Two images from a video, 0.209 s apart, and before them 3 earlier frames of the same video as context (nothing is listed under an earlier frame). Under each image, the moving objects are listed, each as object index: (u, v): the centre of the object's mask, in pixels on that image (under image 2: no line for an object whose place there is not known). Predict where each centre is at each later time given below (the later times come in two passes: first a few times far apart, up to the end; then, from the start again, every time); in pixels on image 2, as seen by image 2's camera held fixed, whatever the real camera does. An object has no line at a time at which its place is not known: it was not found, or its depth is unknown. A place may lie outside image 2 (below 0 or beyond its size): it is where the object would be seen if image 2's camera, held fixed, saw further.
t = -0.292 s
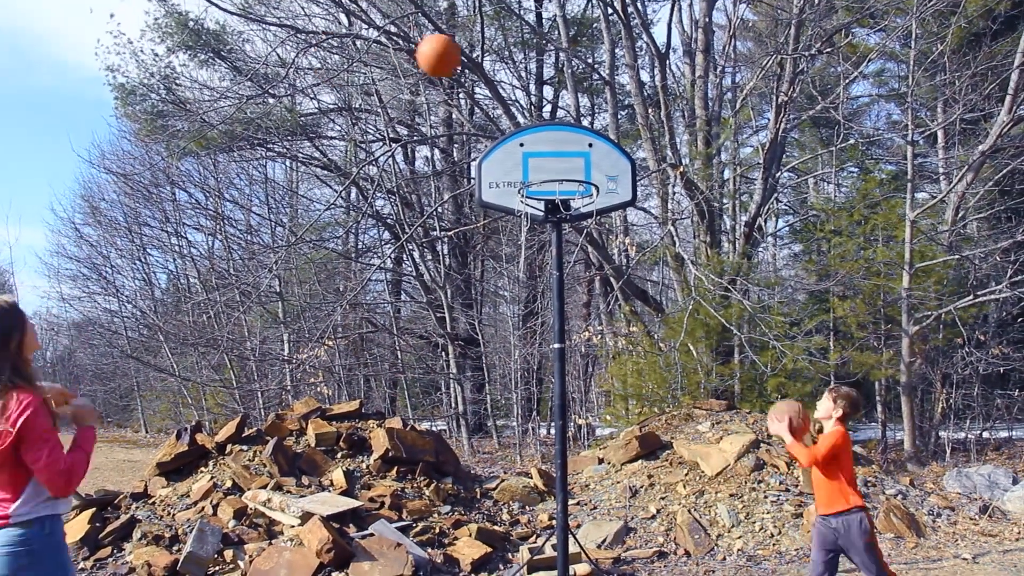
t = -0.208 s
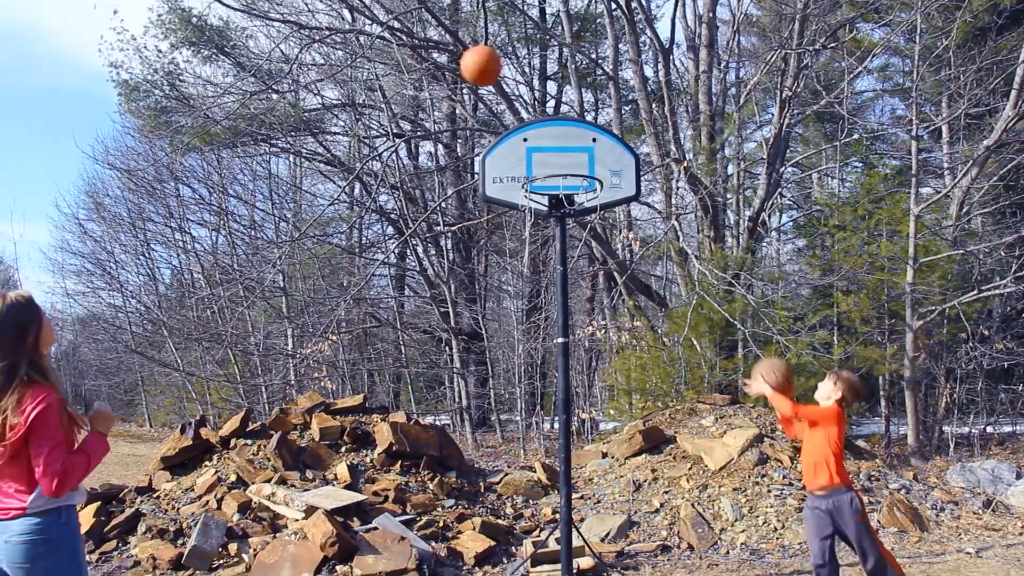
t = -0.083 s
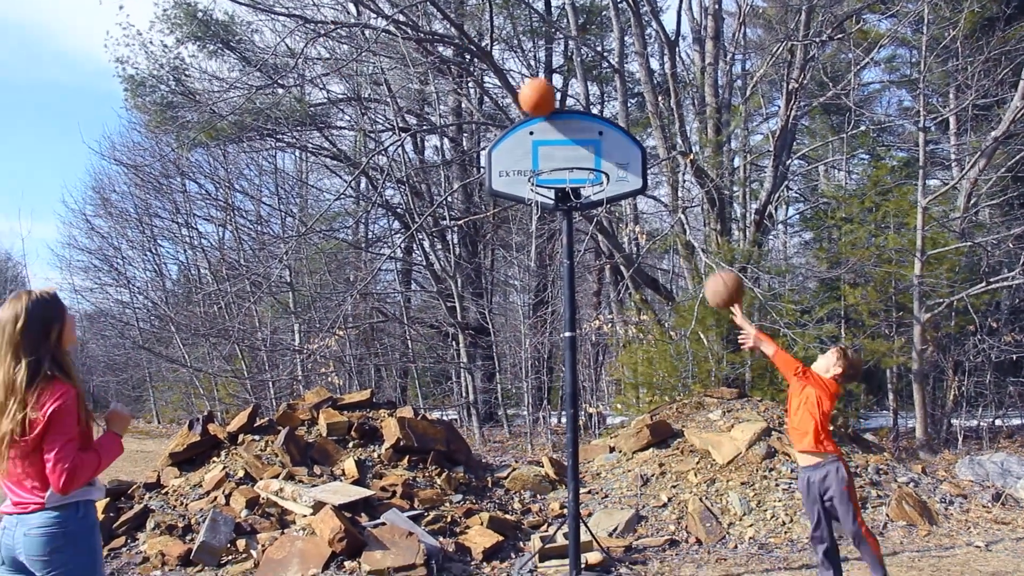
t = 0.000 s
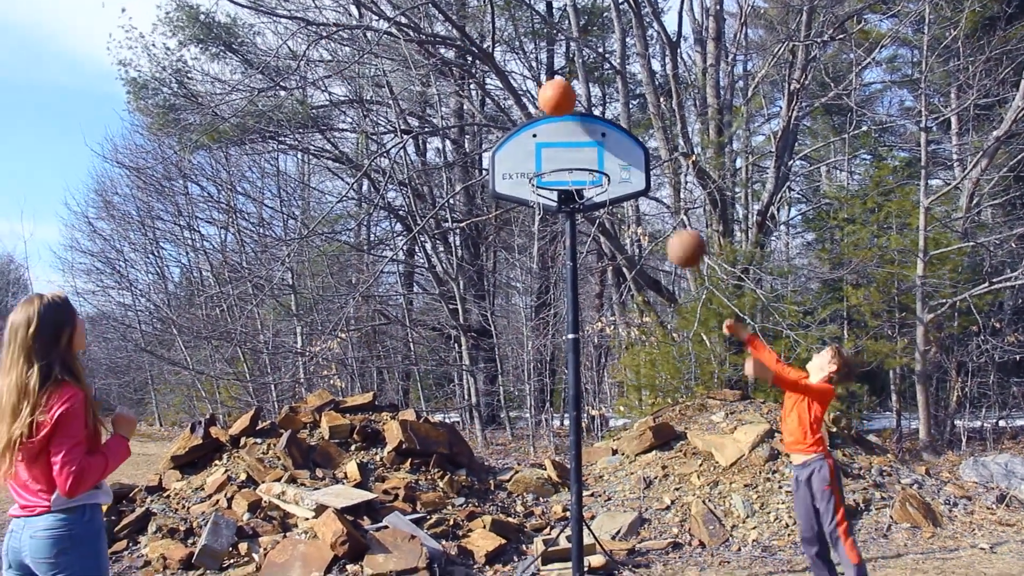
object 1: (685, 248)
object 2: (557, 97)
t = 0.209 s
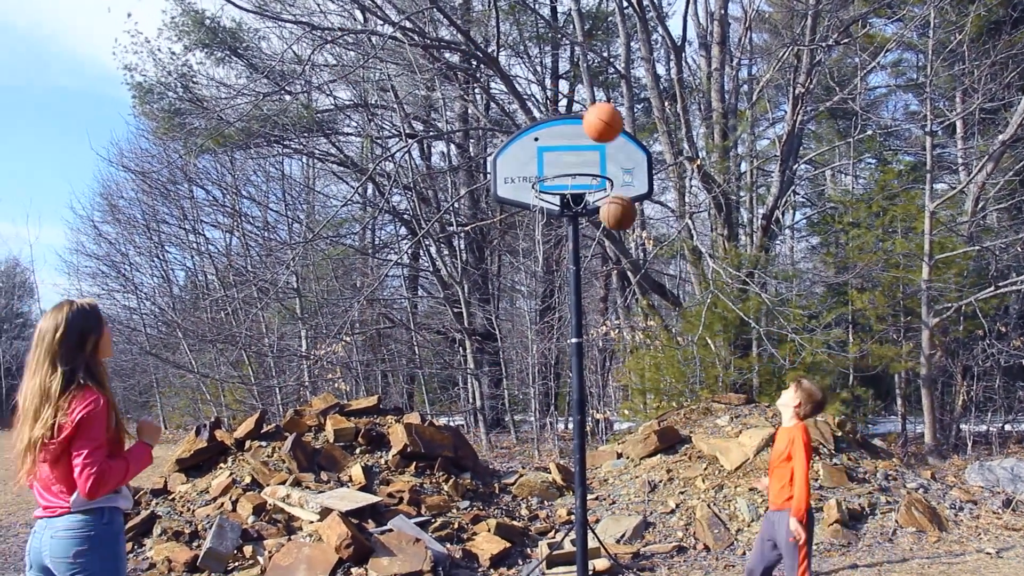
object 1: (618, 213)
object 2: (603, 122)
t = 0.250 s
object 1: (619, 222)
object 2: (611, 135)
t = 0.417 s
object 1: (625, 284)
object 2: (648, 217)
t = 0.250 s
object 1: (619, 222)
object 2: (611, 135)
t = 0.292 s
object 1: (620, 234)
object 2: (620, 151)
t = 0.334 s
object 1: (621, 249)
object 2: (629, 169)
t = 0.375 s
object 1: (622, 264)
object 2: (638, 192)
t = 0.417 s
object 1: (625, 284)
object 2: (648, 217)
